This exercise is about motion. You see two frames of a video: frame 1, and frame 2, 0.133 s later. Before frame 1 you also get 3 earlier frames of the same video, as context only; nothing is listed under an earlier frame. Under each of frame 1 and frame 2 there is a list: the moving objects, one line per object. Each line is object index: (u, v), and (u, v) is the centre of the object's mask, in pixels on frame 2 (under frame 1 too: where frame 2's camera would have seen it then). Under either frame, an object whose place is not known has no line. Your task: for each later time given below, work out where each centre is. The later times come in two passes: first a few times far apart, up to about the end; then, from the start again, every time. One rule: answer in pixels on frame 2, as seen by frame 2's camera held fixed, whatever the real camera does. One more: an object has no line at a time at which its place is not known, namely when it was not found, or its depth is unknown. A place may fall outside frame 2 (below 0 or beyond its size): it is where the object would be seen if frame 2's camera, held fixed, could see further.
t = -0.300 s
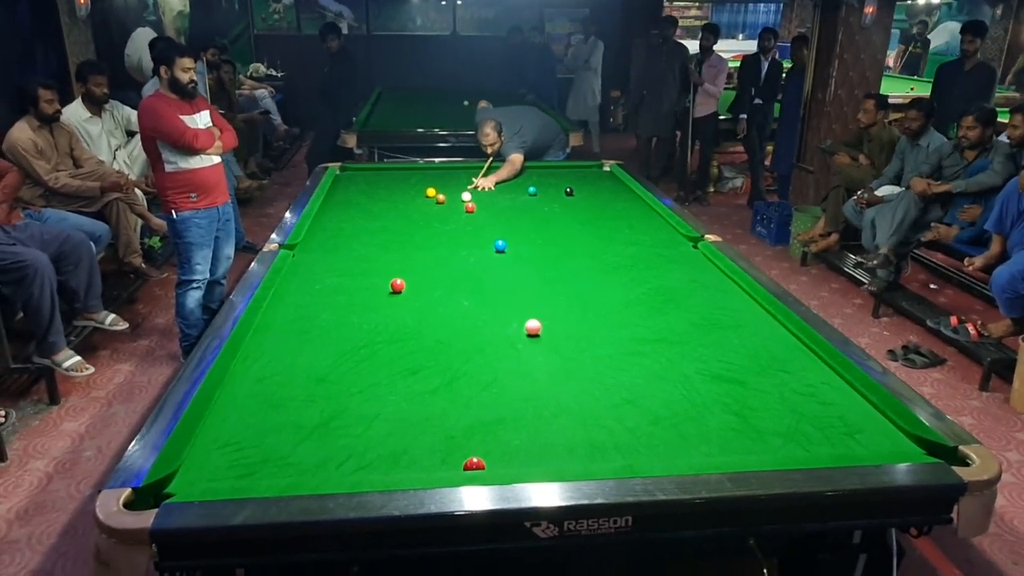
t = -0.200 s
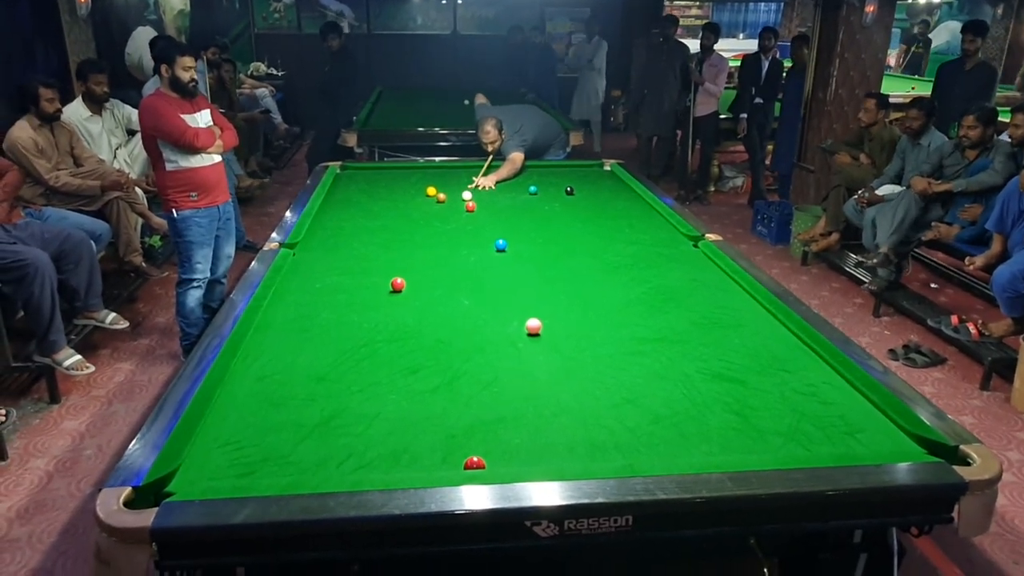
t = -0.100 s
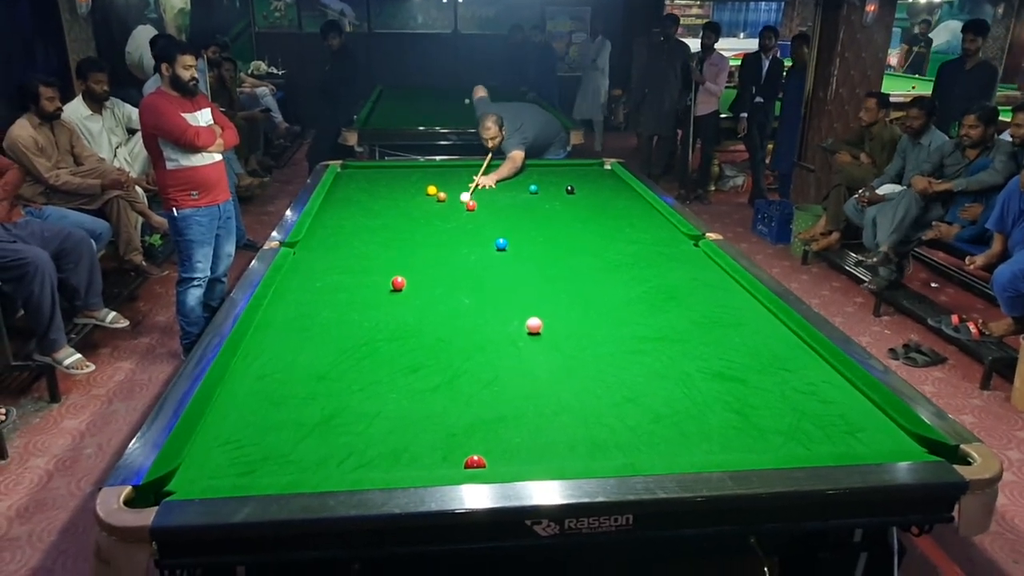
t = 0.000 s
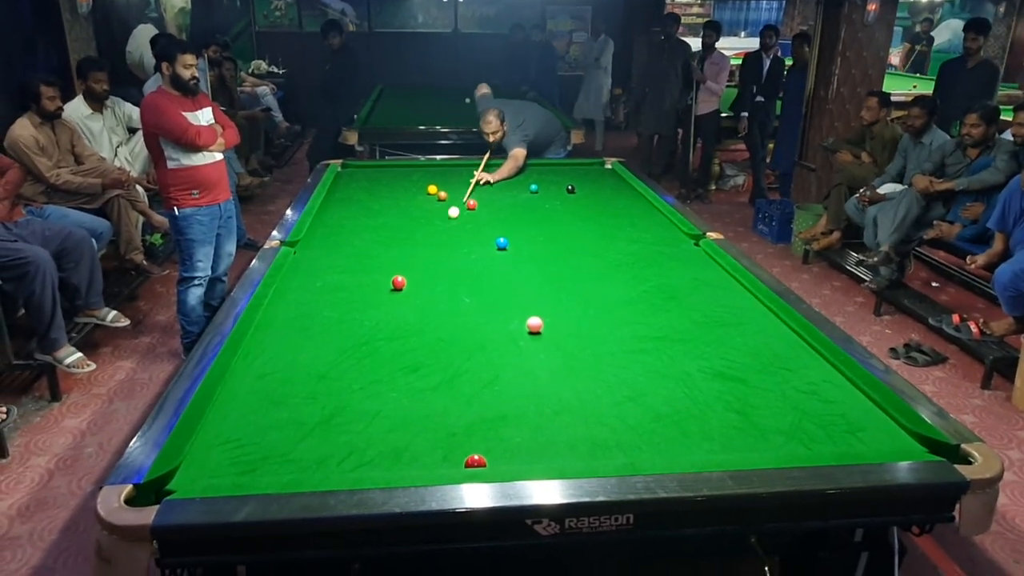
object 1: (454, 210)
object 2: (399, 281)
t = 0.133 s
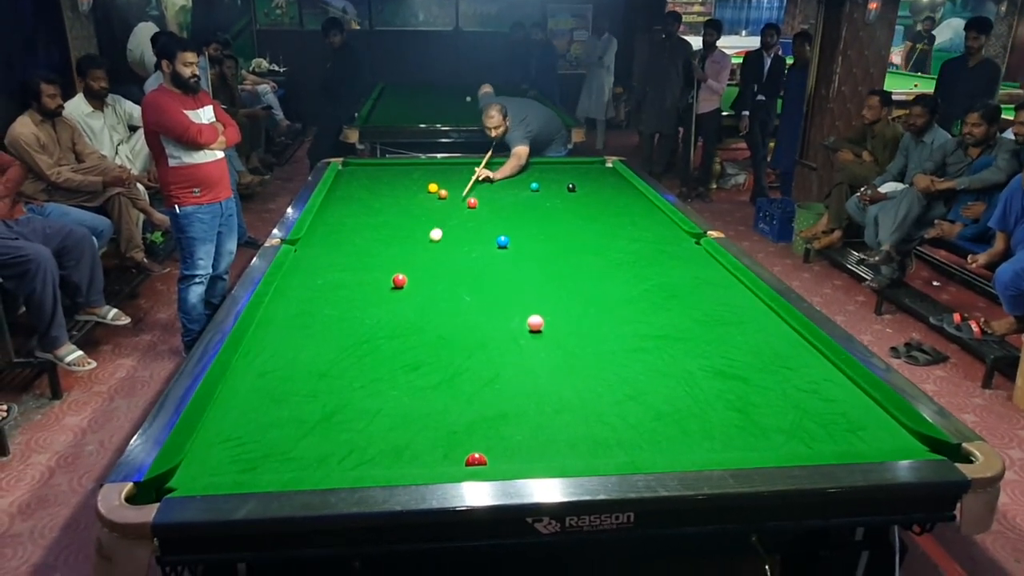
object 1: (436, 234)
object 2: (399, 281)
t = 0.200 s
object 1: (426, 247)
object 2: (399, 281)
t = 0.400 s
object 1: (407, 276)
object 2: (383, 296)
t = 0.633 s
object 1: (414, 277)
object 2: (324, 355)
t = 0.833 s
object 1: (419, 277)
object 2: (264, 414)
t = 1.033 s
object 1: (424, 278)
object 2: (176, 481)
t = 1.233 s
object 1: (427, 278)
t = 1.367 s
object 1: (429, 279)
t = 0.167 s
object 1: (431, 241)
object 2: (399, 281)
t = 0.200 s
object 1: (426, 247)
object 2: (399, 281)
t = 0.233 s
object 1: (420, 254)
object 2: (399, 281)
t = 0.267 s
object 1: (415, 261)
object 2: (399, 281)
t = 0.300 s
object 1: (410, 269)
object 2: (399, 281)
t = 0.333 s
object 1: (406, 274)
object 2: (398, 282)
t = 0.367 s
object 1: (405, 276)
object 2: (391, 289)
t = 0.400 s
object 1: (407, 276)
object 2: (383, 296)
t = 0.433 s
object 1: (408, 276)
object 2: (375, 304)
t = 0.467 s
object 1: (409, 276)
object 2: (367, 312)
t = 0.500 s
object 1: (410, 276)
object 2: (359, 320)
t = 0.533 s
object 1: (411, 277)
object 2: (350, 329)
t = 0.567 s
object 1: (412, 277)
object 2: (342, 337)
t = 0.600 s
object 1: (413, 277)
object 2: (333, 346)
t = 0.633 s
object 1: (414, 277)
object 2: (324, 355)
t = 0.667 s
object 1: (415, 277)
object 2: (315, 363)
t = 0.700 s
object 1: (416, 277)
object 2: (306, 372)
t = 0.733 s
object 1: (416, 277)
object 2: (296, 382)
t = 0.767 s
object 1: (417, 277)
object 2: (286, 392)
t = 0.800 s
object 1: (419, 277)
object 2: (275, 403)
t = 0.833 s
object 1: (419, 277)
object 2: (264, 414)
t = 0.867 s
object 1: (420, 278)
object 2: (252, 425)
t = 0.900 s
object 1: (421, 278)
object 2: (239, 438)
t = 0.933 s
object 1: (422, 278)
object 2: (226, 451)
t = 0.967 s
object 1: (422, 278)
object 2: (212, 465)
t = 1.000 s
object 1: (423, 278)
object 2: (197, 476)
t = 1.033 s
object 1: (424, 278)
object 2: (176, 481)
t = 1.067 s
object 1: (424, 278)
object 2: (166, 487)
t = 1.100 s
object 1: (425, 278)
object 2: (162, 494)
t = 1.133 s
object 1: (426, 278)
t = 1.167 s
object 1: (426, 278)
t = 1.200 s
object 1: (427, 278)
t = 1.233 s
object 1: (427, 278)
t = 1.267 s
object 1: (428, 278)
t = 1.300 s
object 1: (428, 278)
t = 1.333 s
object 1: (429, 279)
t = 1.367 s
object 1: (429, 279)
